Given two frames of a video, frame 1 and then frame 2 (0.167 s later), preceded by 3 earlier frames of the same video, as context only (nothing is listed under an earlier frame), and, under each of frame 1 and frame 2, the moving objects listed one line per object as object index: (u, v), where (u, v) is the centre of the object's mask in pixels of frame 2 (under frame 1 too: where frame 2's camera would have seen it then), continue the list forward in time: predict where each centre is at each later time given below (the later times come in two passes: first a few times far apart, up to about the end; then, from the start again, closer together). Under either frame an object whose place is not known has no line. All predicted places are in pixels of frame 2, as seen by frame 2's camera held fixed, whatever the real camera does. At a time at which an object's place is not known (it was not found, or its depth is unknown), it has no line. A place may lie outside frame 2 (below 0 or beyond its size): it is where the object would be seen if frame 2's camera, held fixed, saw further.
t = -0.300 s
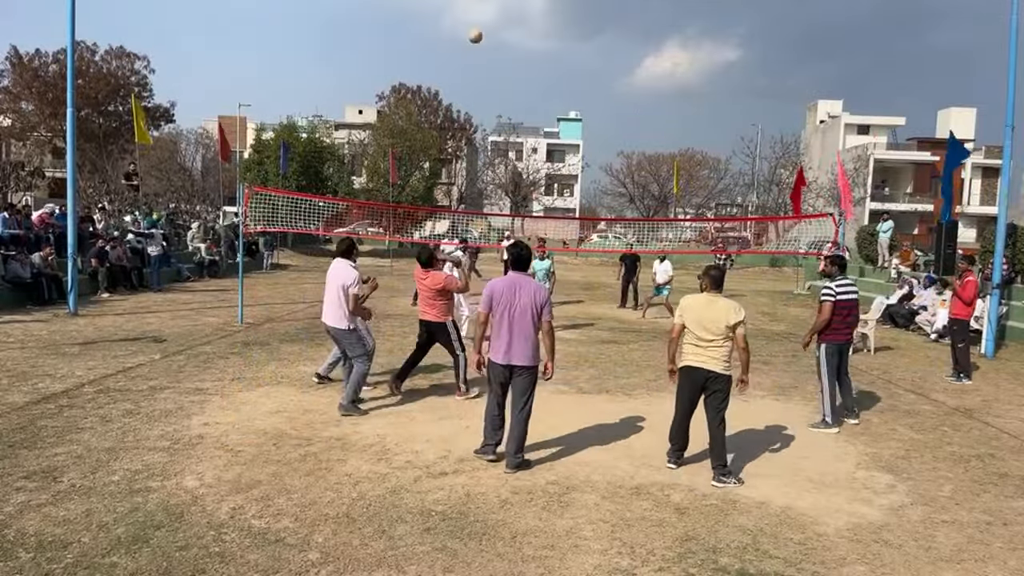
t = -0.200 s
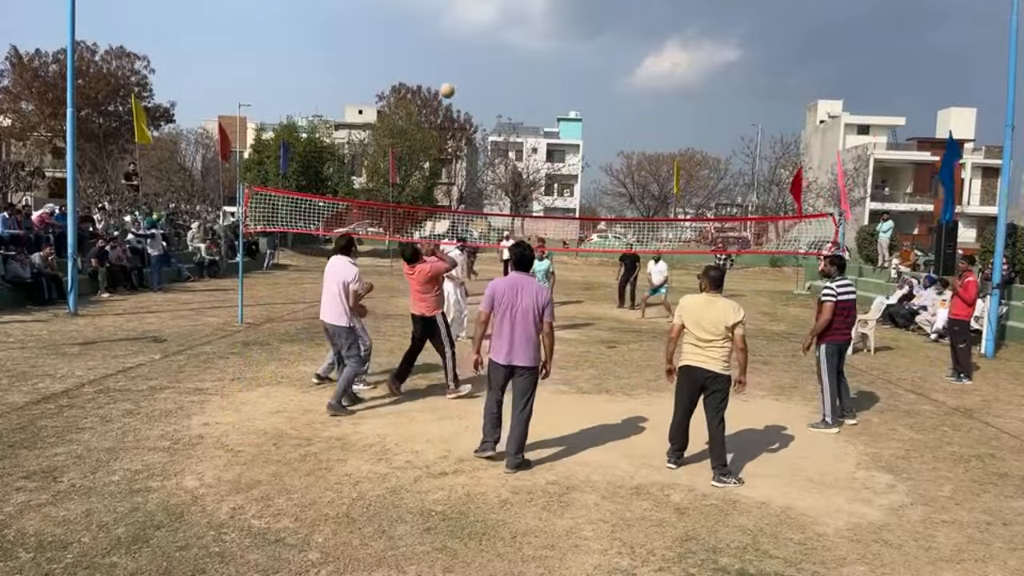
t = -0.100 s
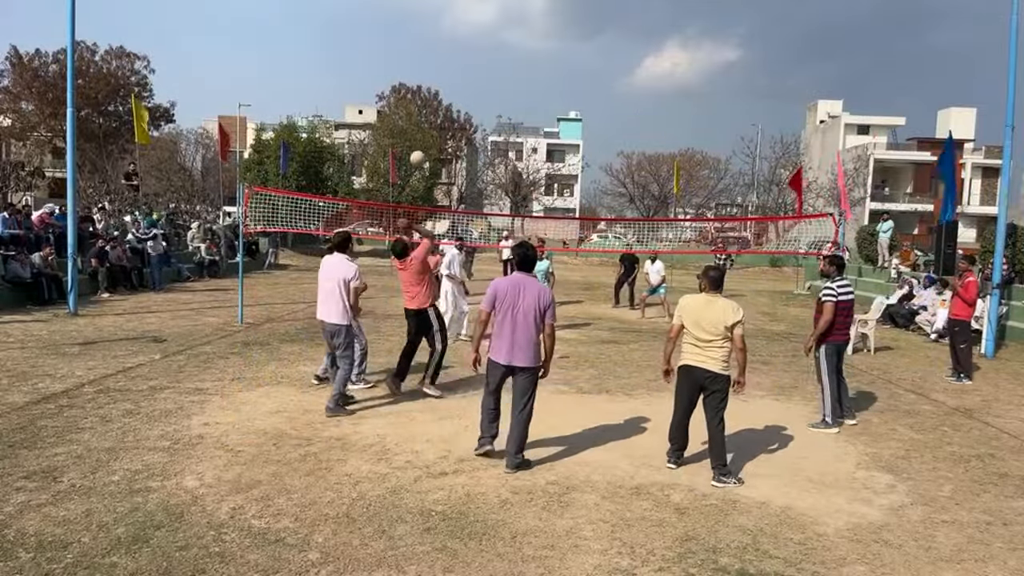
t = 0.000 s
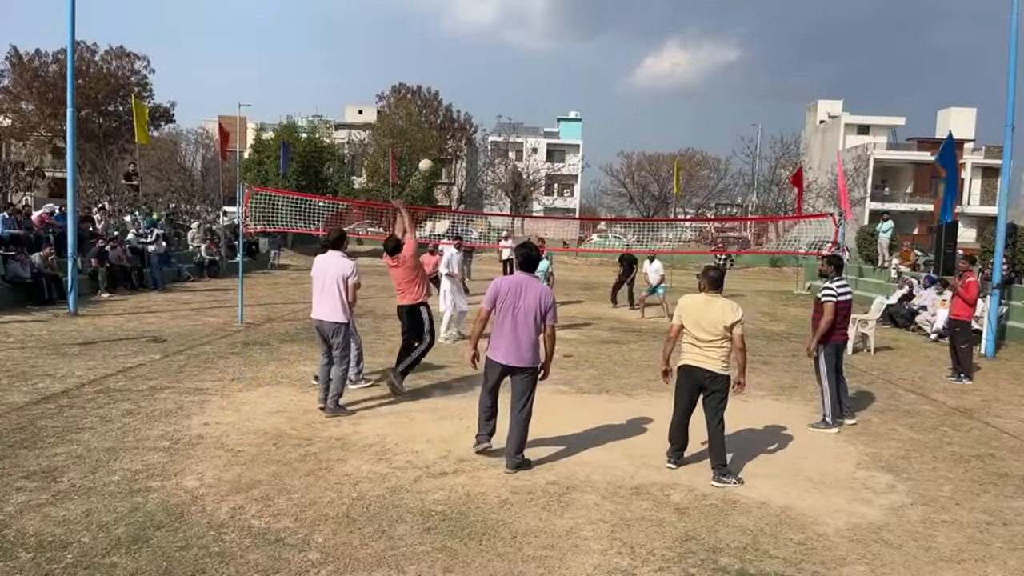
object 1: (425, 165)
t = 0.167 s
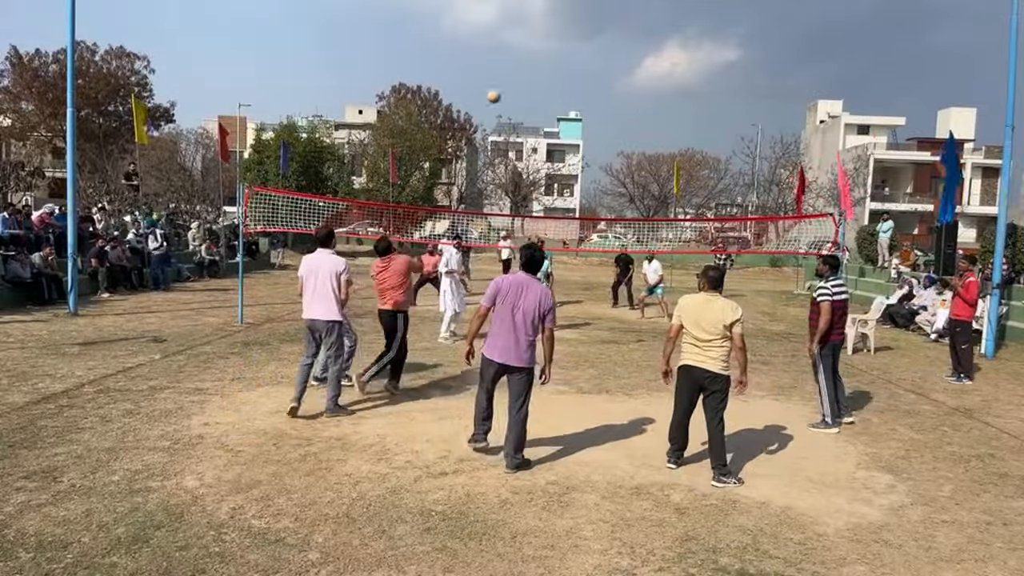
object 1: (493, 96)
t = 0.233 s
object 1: (518, 77)
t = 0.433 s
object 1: (579, 48)
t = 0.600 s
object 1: (622, 47)
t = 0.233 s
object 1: (518, 77)
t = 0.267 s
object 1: (528, 70)
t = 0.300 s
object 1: (540, 64)
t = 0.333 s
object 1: (550, 58)
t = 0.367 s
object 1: (560, 55)
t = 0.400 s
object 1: (570, 51)
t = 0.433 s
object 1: (579, 48)
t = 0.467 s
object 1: (589, 47)
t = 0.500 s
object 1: (598, 46)
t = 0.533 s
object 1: (607, 46)
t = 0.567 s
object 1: (614, 47)
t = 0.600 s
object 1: (622, 47)
